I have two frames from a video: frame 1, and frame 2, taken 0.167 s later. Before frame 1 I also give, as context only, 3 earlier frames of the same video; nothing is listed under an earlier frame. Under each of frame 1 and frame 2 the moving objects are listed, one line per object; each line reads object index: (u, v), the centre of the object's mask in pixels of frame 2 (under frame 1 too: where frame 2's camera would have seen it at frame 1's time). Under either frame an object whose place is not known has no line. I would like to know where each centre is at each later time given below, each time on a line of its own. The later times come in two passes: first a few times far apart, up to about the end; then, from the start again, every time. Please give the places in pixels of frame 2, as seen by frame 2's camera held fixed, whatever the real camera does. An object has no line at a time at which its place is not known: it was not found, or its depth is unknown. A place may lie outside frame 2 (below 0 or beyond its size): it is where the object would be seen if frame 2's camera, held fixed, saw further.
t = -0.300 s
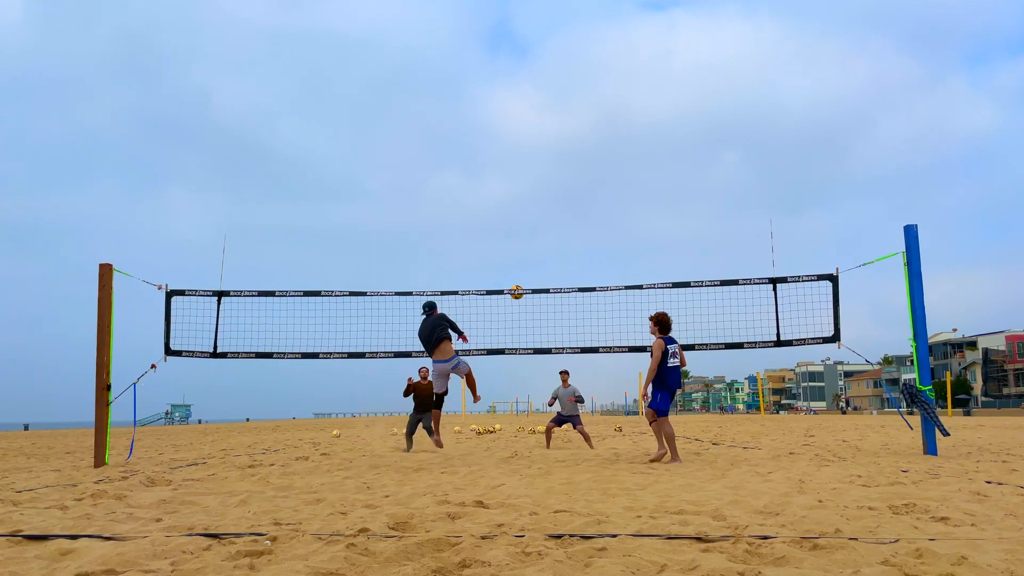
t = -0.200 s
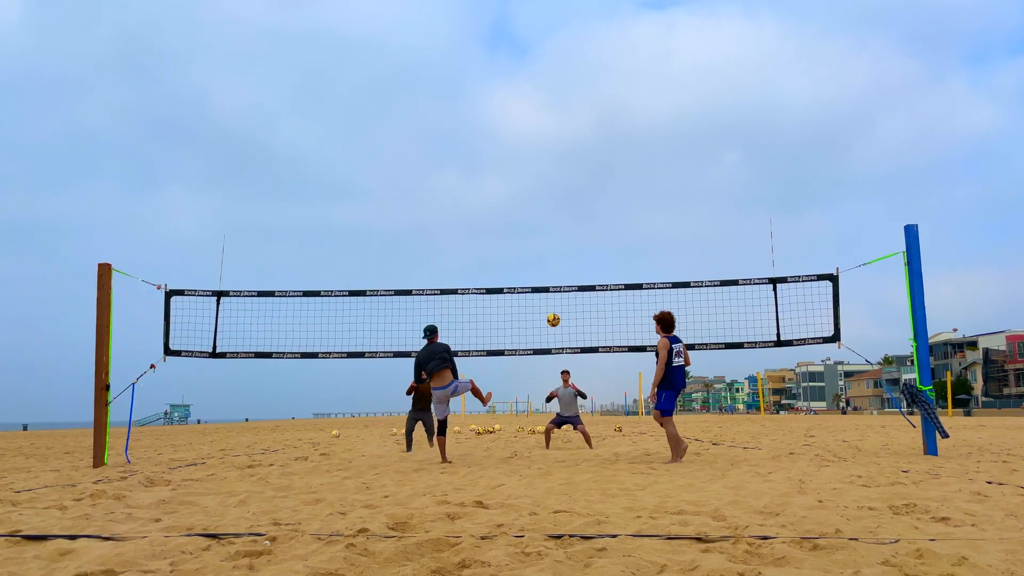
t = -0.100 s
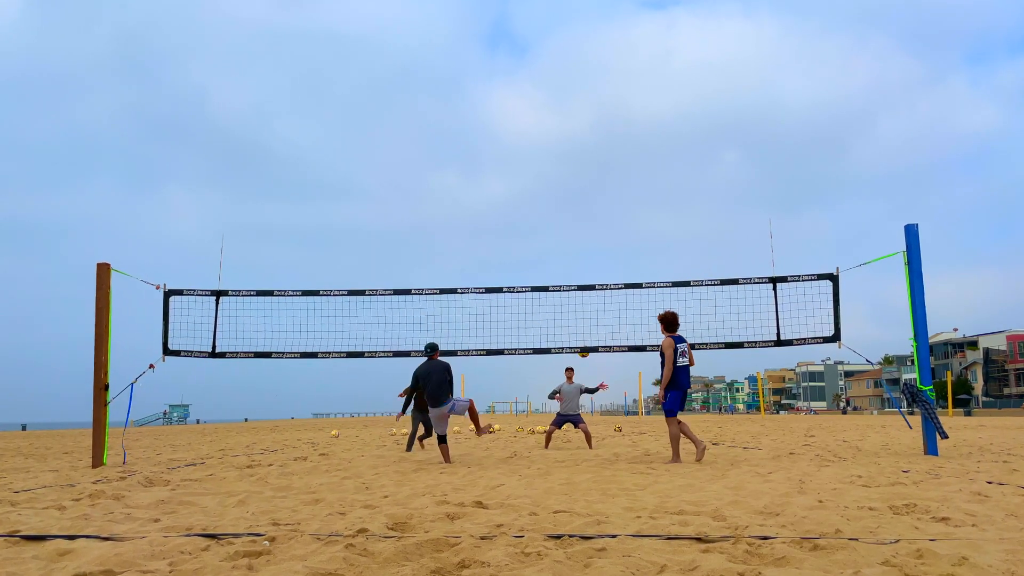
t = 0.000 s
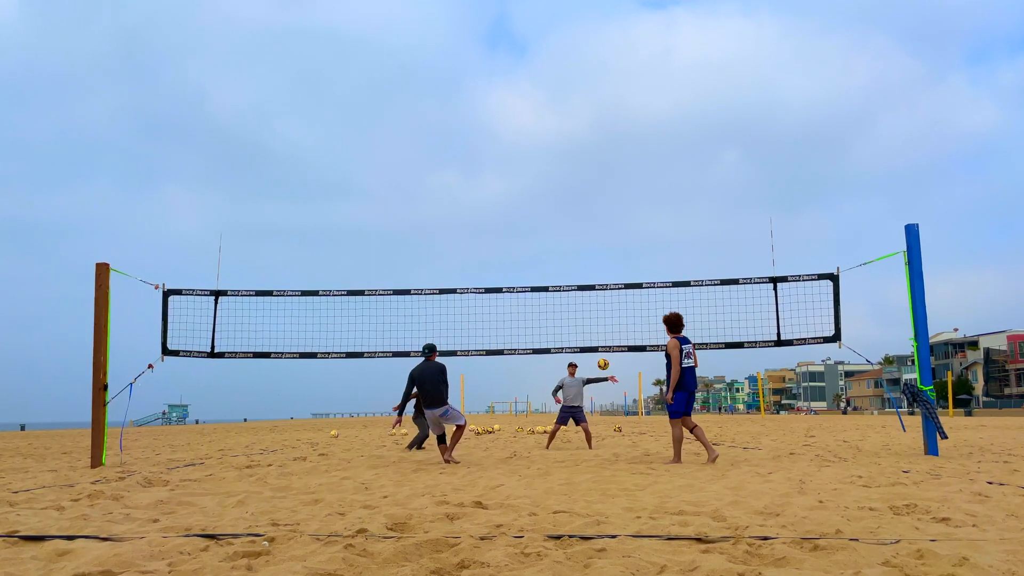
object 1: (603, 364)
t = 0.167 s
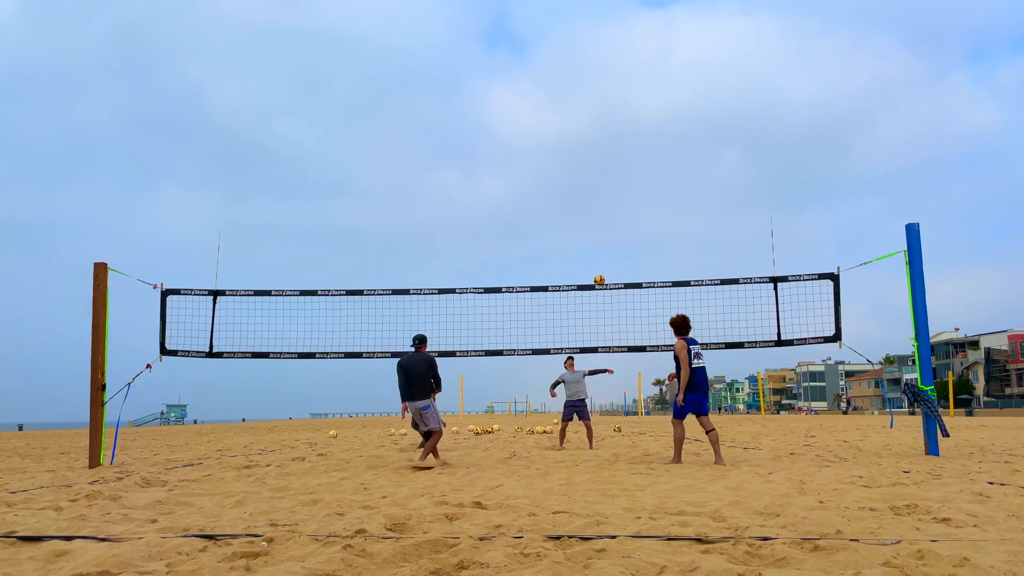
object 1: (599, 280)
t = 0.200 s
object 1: (599, 266)
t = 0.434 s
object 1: (598, 191)
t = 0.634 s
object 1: (599, 153)
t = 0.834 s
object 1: (601, 136)
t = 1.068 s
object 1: (605, 140)
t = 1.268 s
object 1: (609, 162)
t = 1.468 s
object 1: (613, 201)
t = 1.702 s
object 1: (619, 266)
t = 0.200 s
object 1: (599, 266)
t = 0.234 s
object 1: (599, 253)
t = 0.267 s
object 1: (598, 241)
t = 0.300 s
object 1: (598, 230)
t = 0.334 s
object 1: (598, 219)
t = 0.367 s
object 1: (598, 209)
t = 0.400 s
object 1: (598, 200)
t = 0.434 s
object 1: (598, 191)
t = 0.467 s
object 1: (598, 183)
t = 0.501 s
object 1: (598, 176)
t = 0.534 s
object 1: (598, 169)
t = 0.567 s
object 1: (598, 163)
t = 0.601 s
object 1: (598, 158)
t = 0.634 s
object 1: (599, 153)
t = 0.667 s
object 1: (599, 149)
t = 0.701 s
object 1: (599, 145)
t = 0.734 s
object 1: (600, 142)
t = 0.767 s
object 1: (600, 140)
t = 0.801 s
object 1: (601, 138)
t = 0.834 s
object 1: (601, 136)
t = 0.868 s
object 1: (602, 135)
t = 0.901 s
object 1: (602, 135)
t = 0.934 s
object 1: (603, 135)
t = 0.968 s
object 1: (603, 136)
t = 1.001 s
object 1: (604, 137)
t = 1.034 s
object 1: (604, 138)
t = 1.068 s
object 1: (605, 140)
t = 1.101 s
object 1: (606, 143)
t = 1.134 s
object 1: (606, 146)
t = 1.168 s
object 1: (607, 149)
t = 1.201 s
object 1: (608, 153)
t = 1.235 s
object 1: (608, 157)
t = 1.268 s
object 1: (609, 162)
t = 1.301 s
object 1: (610, 168)
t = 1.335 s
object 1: (610, 173)
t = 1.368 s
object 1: (611, 180)
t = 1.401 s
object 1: (612, 186)
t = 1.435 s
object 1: (612, 194)
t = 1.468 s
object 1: (613, 201)
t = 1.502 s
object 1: (614, 209)
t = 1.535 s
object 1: (615, 217)
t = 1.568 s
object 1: (616, 227)
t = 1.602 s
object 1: (616, 236)
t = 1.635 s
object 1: (617, 245)
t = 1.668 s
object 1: (618, 256)
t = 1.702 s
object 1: (619, 266)
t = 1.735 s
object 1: (620, 278)
